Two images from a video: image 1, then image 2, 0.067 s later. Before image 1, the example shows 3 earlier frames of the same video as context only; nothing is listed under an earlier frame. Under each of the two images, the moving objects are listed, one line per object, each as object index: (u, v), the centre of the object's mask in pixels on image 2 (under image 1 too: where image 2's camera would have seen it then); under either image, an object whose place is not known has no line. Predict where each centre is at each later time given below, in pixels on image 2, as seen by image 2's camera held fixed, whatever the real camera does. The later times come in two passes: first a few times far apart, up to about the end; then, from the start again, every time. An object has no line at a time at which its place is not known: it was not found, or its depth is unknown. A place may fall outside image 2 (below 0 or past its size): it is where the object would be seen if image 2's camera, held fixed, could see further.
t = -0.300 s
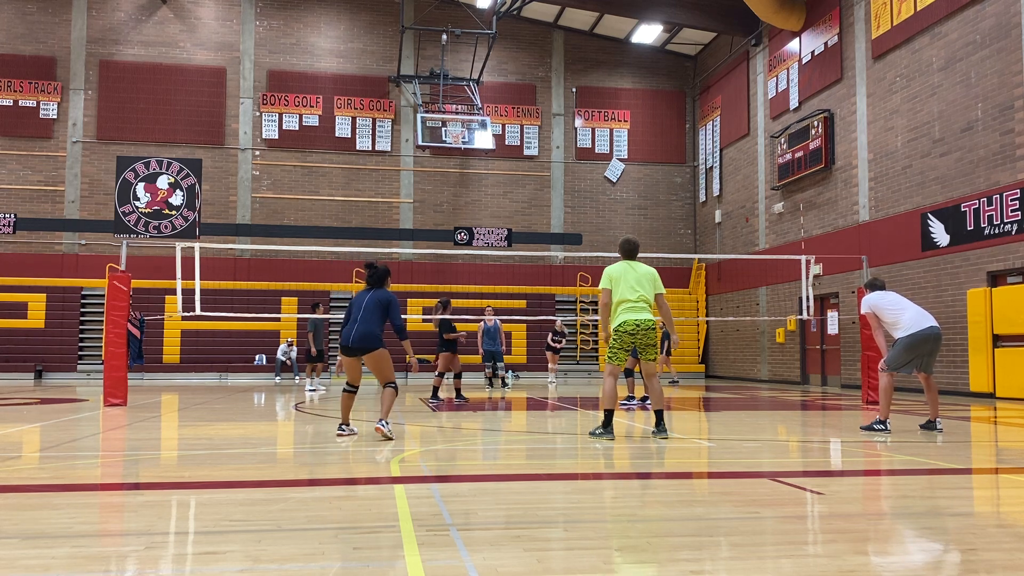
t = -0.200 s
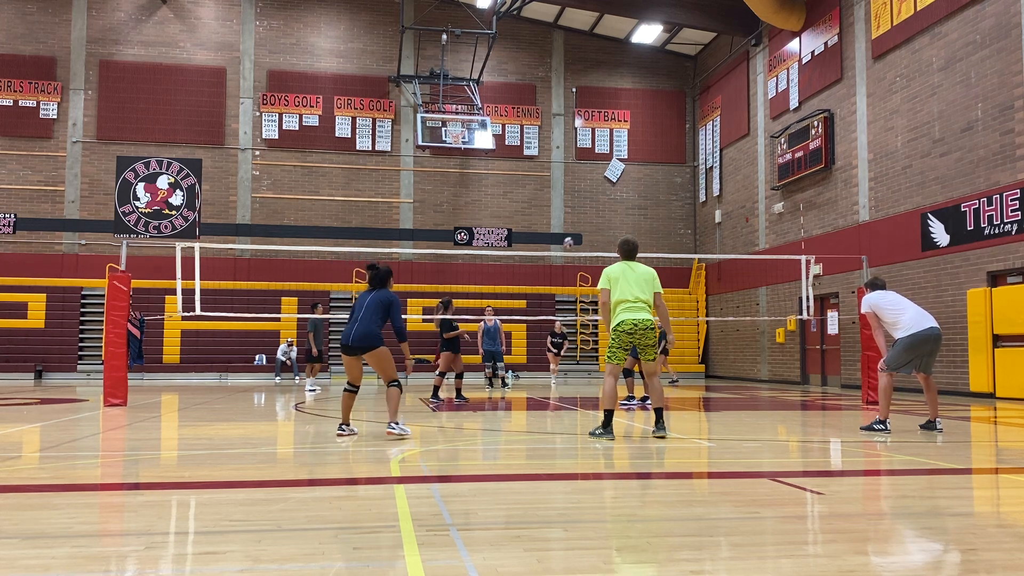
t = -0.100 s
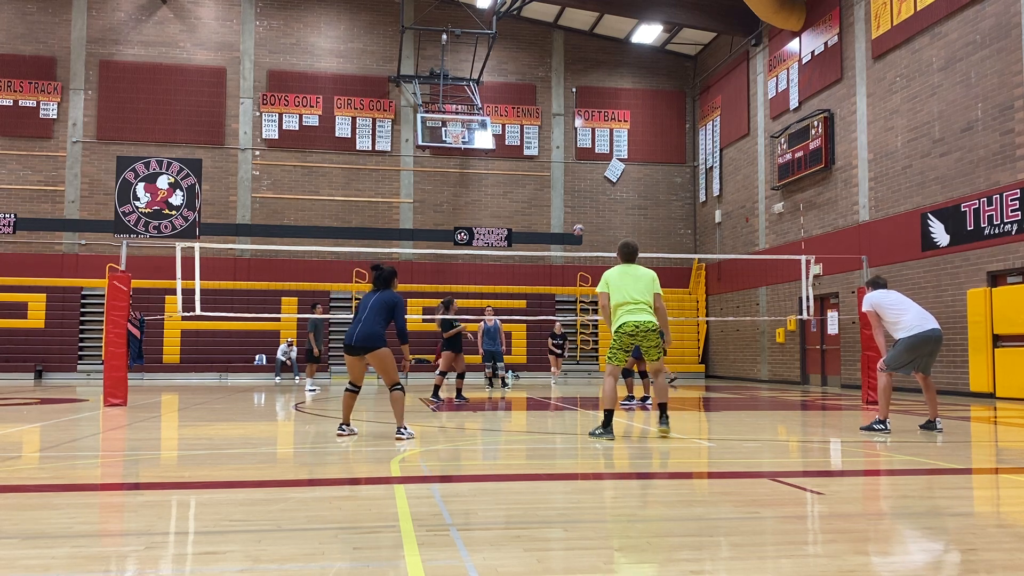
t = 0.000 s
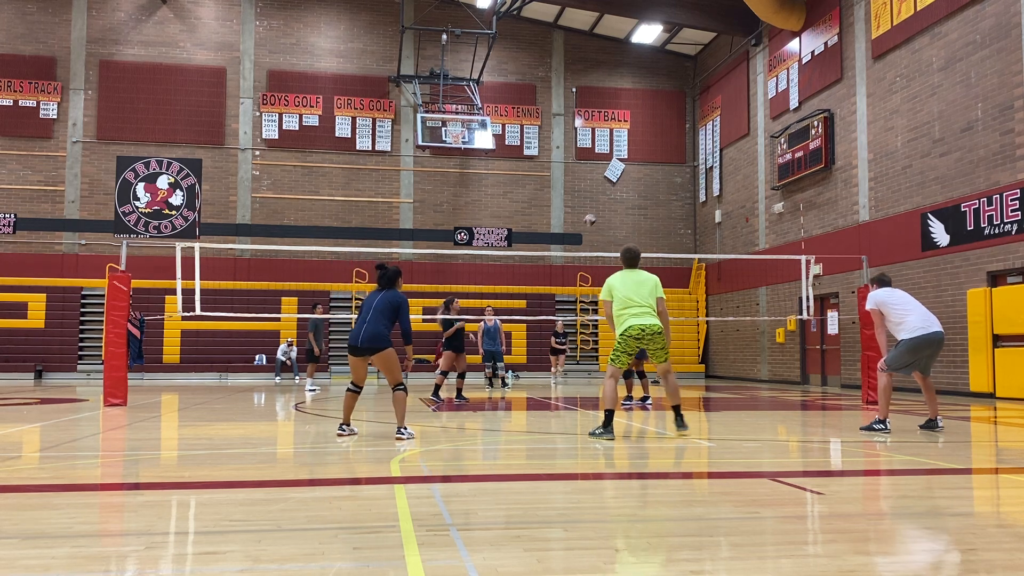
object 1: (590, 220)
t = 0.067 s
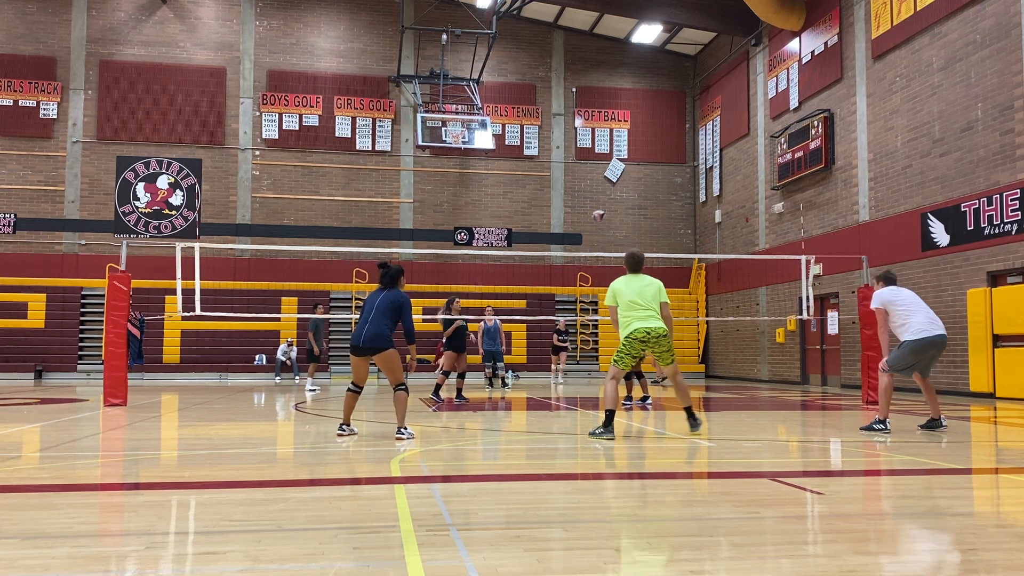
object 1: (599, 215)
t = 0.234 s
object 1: (623, 212)
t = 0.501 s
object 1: (680, 255)
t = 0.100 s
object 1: (603, 214)
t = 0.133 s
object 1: (608, 213)
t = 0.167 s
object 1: (612, 212)
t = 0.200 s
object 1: (617, 211)
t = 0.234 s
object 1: (623, 212)
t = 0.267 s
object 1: (629, 214)
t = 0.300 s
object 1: (636, 217)
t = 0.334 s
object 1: (642, 220)
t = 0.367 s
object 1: (649, 224)
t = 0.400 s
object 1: (656, 230)
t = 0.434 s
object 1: (663, 237)
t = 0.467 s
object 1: (671, 244)
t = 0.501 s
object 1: (680, 255)
